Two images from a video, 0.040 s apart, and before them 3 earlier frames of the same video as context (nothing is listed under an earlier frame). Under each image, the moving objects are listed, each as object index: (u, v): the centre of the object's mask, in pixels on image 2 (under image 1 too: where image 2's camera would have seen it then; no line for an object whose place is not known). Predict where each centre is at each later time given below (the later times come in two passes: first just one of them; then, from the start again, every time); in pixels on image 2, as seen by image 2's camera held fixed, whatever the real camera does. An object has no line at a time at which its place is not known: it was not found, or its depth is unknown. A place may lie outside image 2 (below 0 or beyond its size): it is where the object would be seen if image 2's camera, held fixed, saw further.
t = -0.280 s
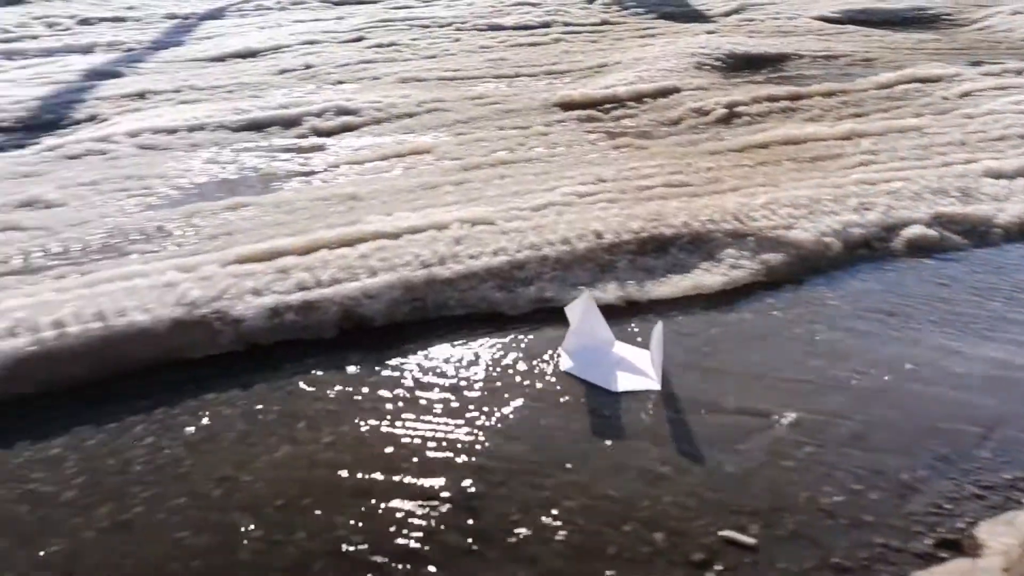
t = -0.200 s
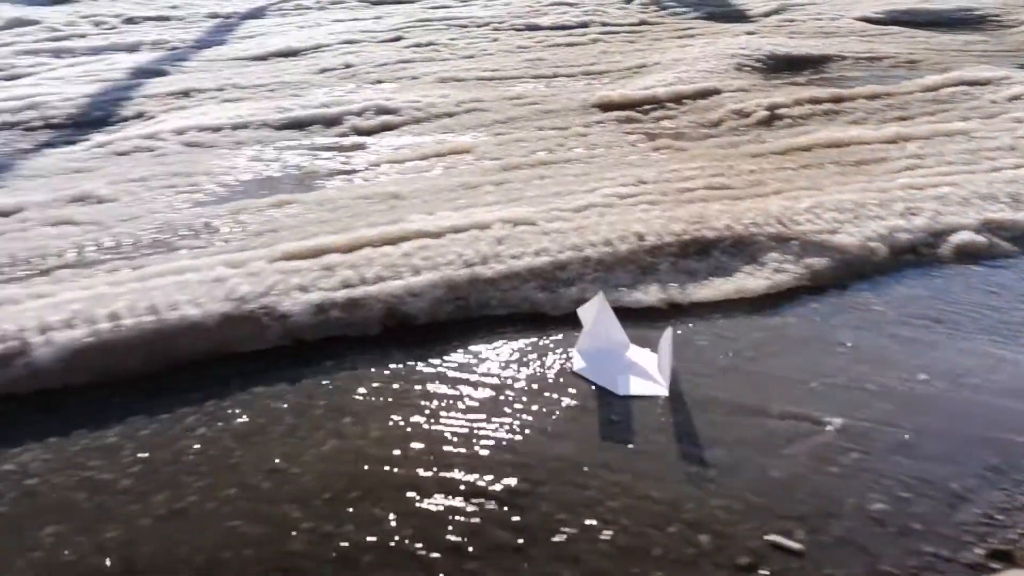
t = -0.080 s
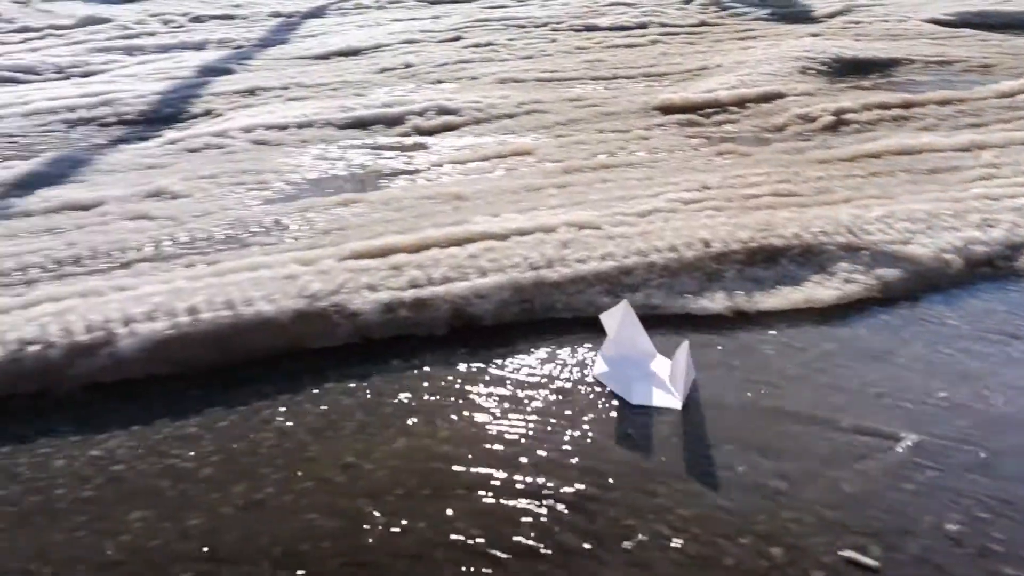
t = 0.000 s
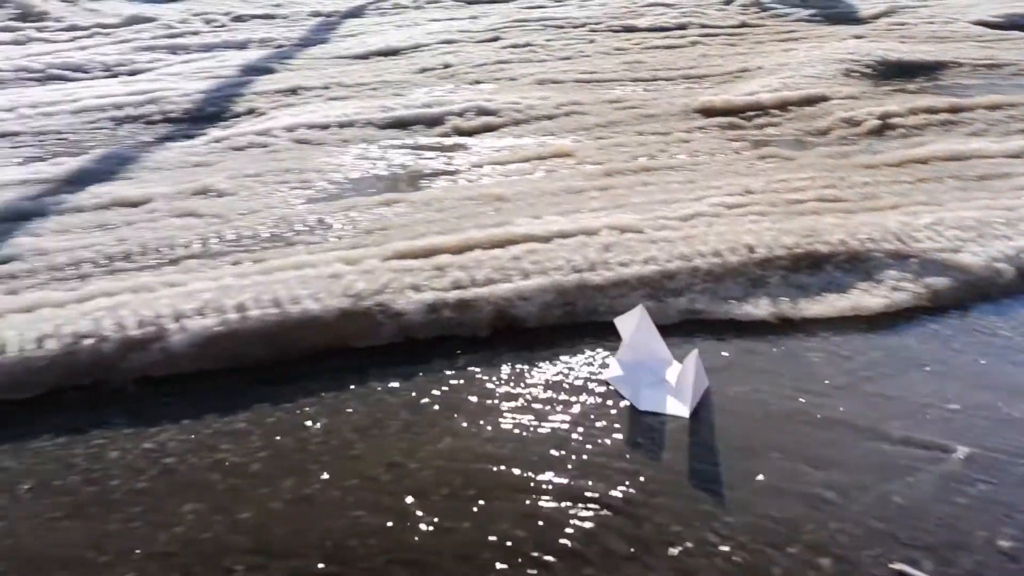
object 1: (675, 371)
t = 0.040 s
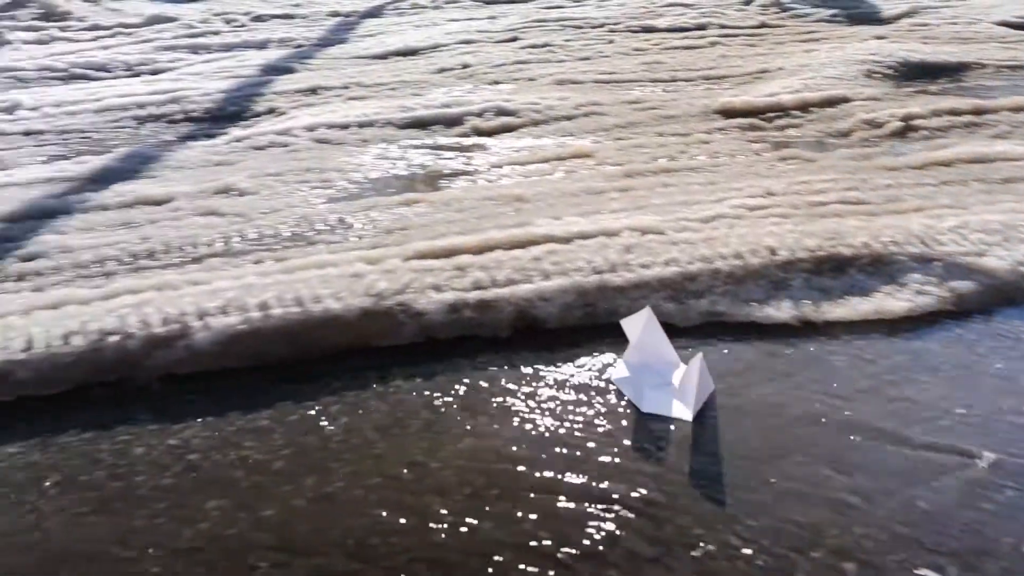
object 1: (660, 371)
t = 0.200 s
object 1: (600, 373)
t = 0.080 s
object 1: (645, 372)
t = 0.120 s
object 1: (630, 372)
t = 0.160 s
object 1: (615, 373)
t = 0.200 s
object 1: (600, 373)
